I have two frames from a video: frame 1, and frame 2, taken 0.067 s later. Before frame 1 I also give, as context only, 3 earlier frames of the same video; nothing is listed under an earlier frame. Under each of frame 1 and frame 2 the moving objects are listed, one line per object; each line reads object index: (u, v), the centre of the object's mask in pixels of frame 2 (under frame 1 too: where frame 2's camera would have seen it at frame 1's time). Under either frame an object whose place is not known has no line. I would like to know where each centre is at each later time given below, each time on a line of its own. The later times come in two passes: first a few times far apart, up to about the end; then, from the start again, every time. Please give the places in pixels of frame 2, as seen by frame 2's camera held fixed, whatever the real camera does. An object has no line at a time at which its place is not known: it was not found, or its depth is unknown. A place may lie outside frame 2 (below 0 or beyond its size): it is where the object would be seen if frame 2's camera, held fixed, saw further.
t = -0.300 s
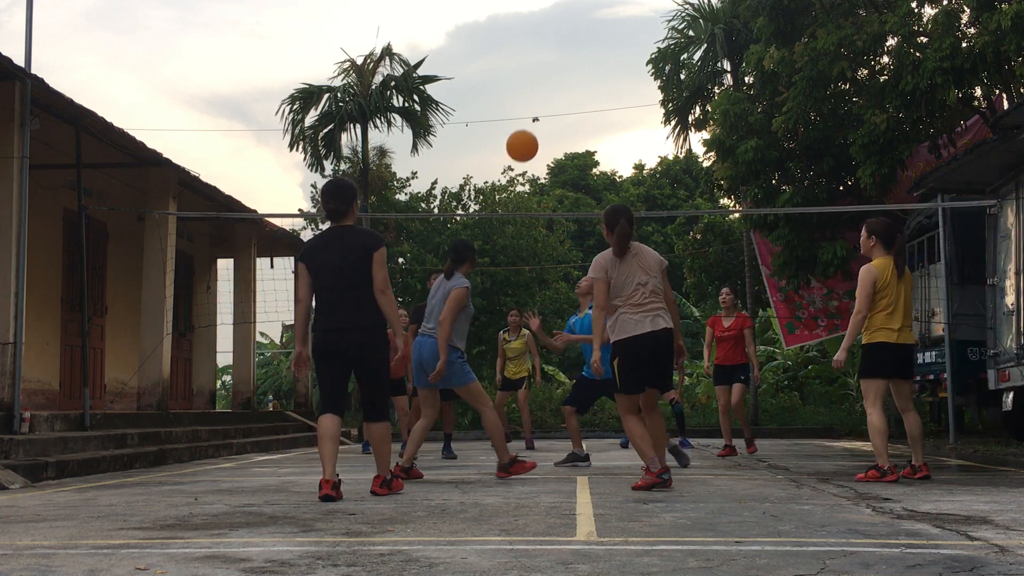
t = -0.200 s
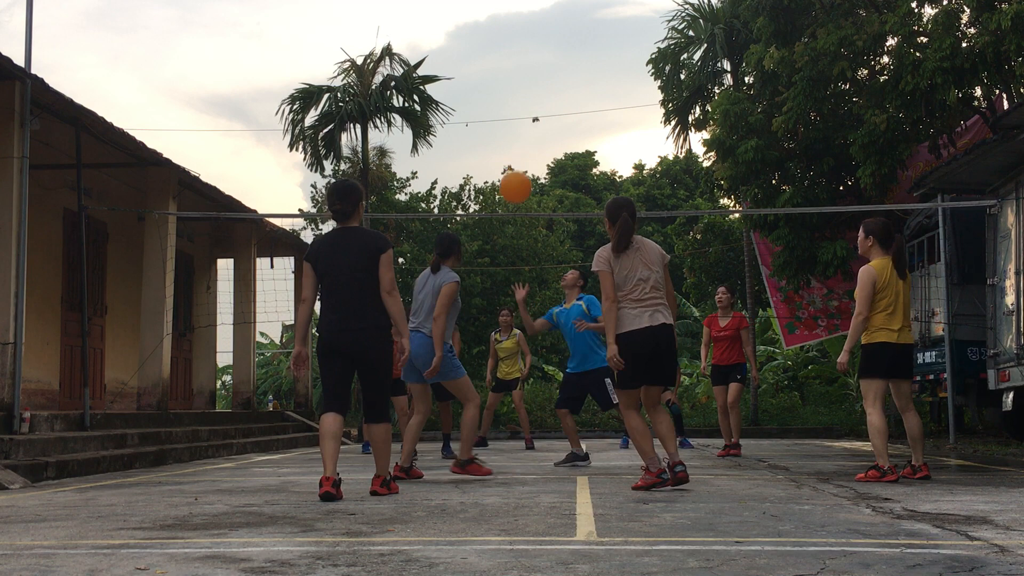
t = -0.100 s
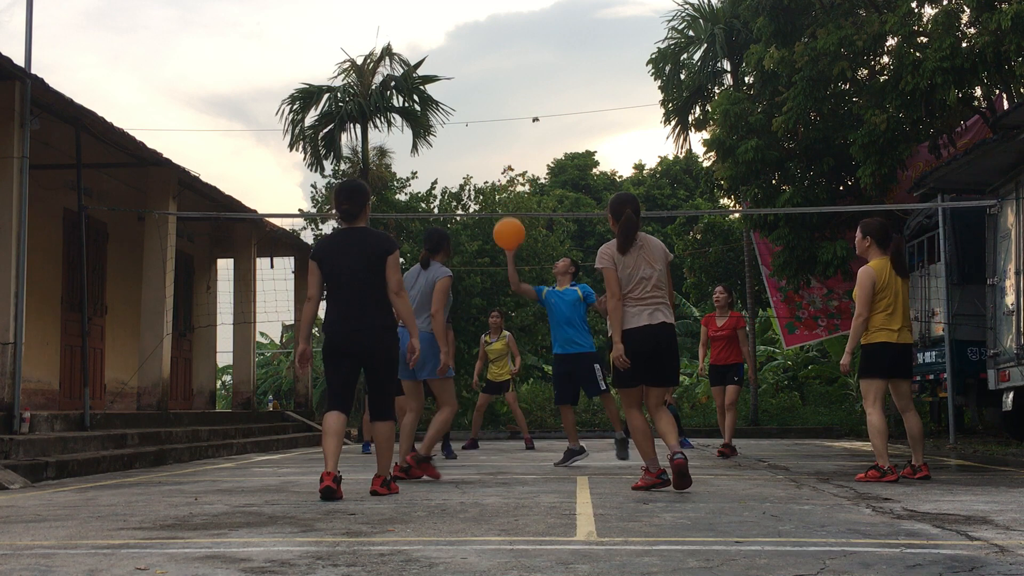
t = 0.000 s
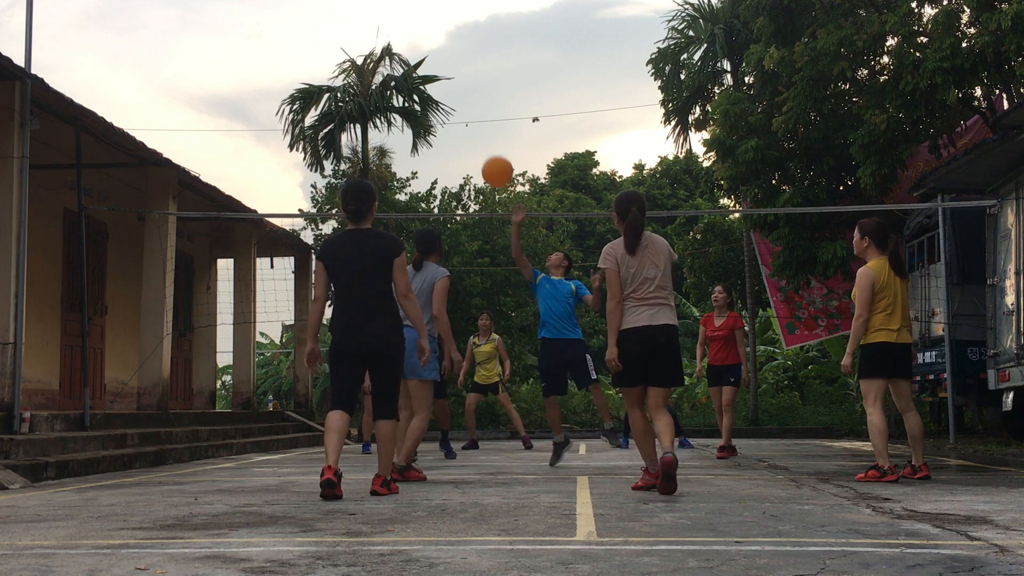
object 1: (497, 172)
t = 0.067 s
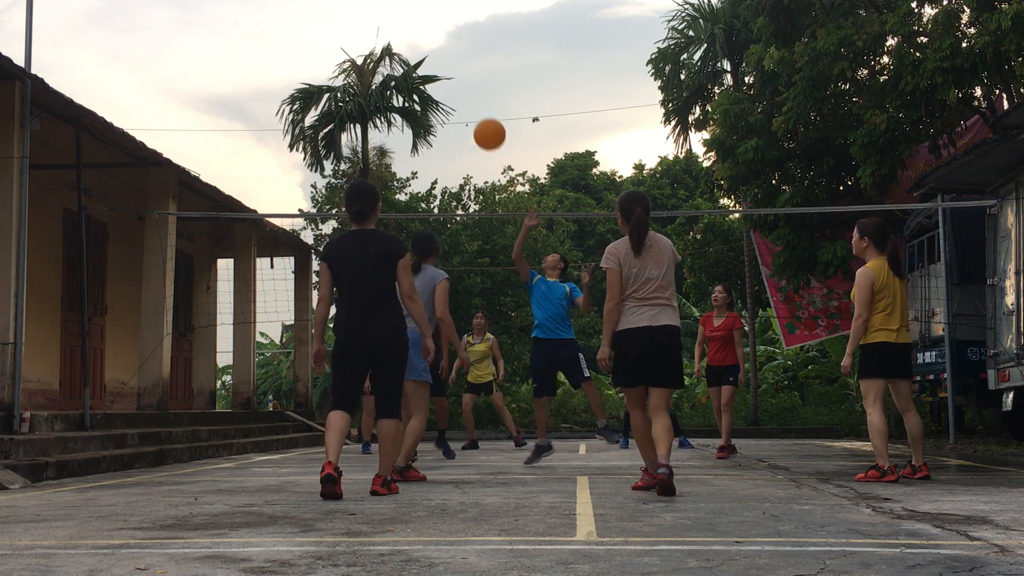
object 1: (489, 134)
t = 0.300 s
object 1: (462, 43)
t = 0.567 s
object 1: (432, 18)
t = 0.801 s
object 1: (404, 76)
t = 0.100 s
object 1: (485, 117)
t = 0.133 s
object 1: (482, 102)
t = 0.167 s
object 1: (478, 88)
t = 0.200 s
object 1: (474, 74)
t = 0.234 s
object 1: (470, 63)
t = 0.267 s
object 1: (466, 52)
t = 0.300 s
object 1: (462, 43)
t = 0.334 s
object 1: (459, 35)
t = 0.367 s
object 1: (455, 29)
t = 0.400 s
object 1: (451, 23)
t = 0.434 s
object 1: (447, 19)
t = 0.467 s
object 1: (443, 17)
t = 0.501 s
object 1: (440, 16)
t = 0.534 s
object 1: (436, 17)
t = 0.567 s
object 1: (432, 18)
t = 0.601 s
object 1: (428, 22)
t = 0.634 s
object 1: (424, 26)
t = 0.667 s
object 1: (420, 33)
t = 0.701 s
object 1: (416, 41)
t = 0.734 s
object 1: (412, 50)
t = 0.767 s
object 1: (408, 62)
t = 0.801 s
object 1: (404, 76)
